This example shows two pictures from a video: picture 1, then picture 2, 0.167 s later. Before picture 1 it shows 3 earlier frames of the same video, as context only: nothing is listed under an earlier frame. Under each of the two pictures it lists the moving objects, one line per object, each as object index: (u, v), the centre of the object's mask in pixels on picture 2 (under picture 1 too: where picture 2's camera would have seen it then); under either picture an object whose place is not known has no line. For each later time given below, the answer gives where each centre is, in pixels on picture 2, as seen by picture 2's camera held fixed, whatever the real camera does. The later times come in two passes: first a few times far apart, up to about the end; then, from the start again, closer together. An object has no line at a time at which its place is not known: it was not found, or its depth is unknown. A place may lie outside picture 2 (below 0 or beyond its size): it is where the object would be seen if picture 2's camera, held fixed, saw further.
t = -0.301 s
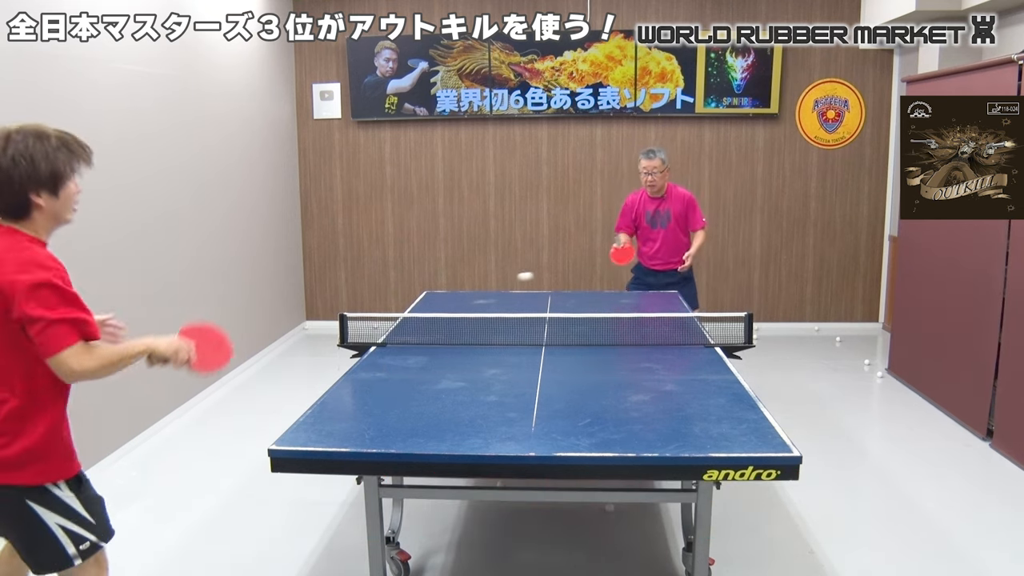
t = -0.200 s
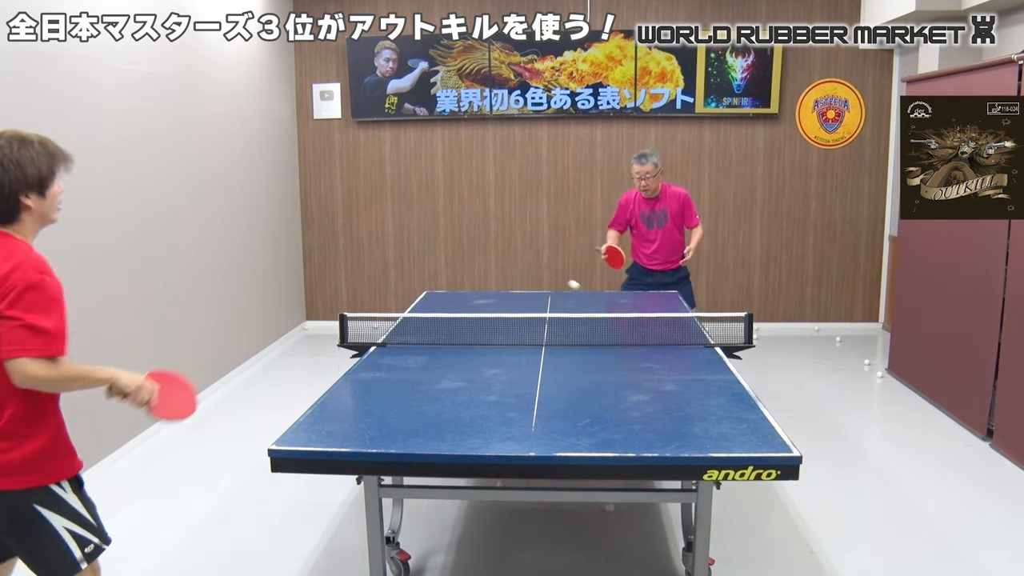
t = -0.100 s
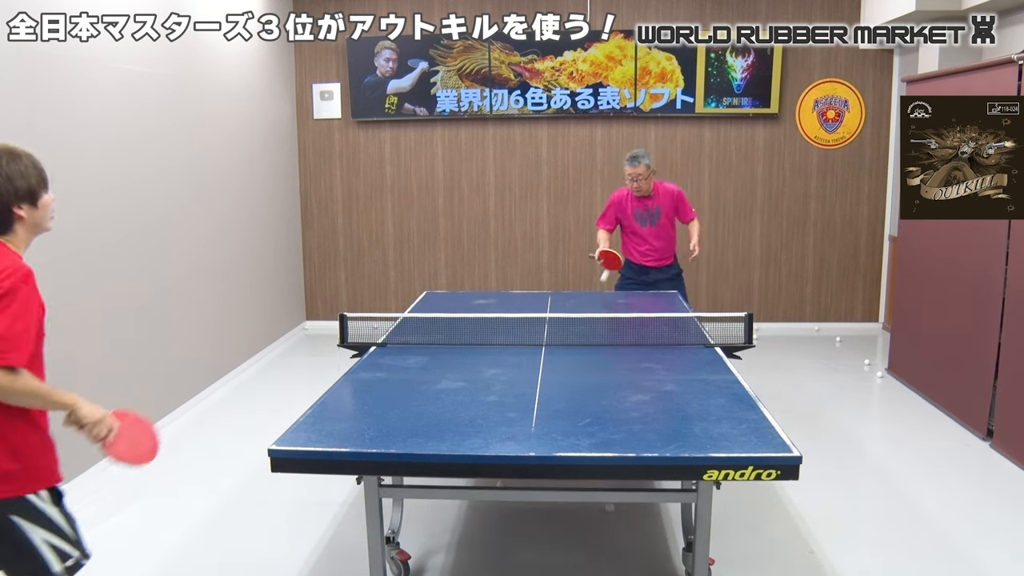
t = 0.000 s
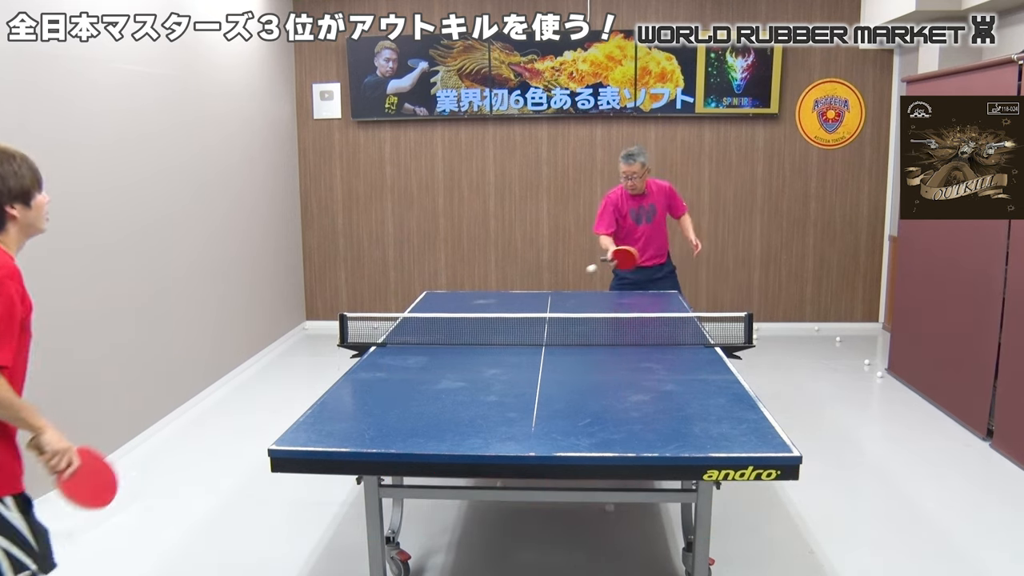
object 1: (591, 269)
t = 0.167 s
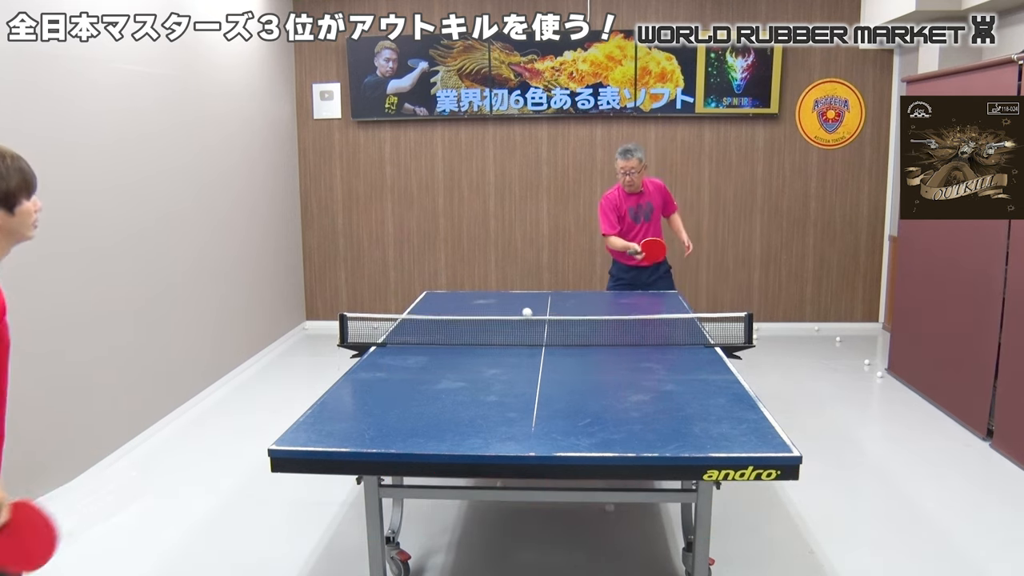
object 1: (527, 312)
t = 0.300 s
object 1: (511, 318)
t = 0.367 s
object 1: (503, 336)
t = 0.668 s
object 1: (455, 335)
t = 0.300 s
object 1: (511, 318)
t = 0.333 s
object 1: (507, 325)
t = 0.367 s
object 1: (503, 336)
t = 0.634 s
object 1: (460, 327)
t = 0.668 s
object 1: (455, 335)
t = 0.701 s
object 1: (450, 345)
